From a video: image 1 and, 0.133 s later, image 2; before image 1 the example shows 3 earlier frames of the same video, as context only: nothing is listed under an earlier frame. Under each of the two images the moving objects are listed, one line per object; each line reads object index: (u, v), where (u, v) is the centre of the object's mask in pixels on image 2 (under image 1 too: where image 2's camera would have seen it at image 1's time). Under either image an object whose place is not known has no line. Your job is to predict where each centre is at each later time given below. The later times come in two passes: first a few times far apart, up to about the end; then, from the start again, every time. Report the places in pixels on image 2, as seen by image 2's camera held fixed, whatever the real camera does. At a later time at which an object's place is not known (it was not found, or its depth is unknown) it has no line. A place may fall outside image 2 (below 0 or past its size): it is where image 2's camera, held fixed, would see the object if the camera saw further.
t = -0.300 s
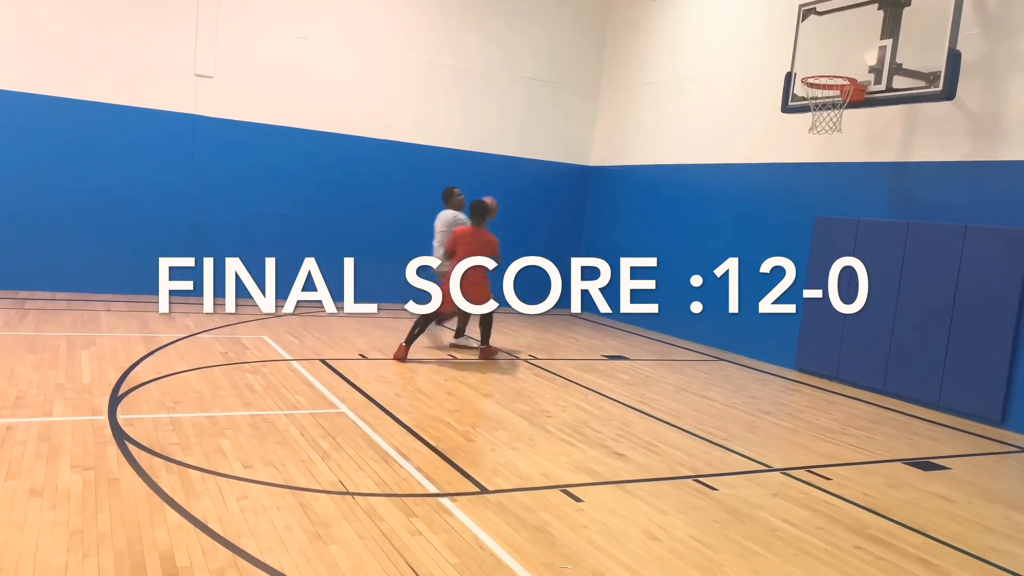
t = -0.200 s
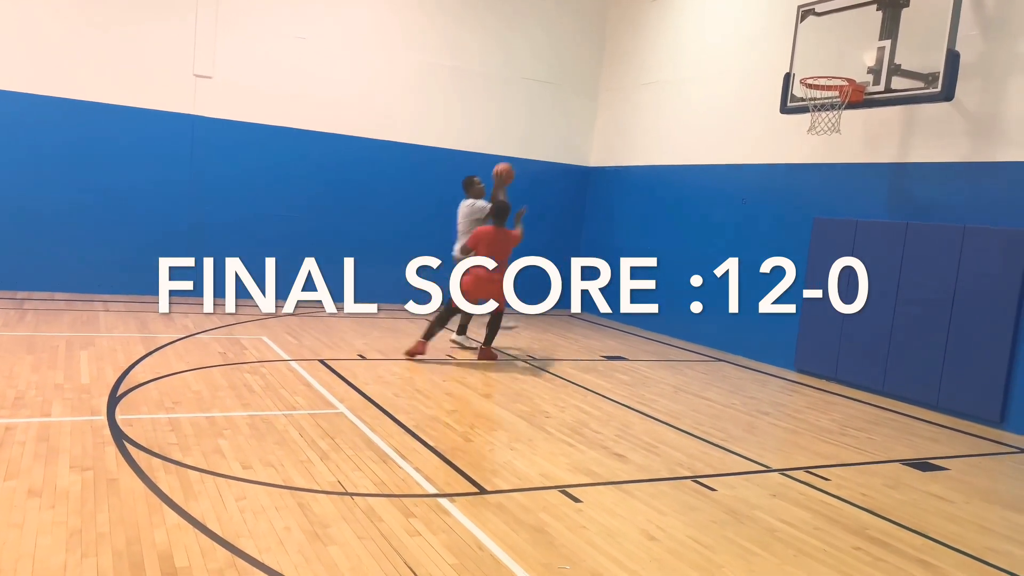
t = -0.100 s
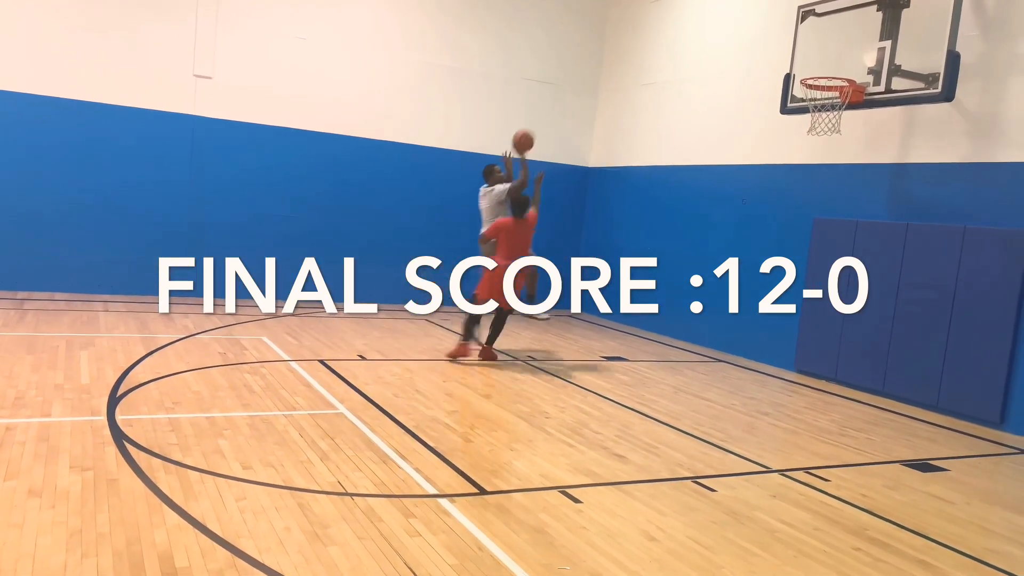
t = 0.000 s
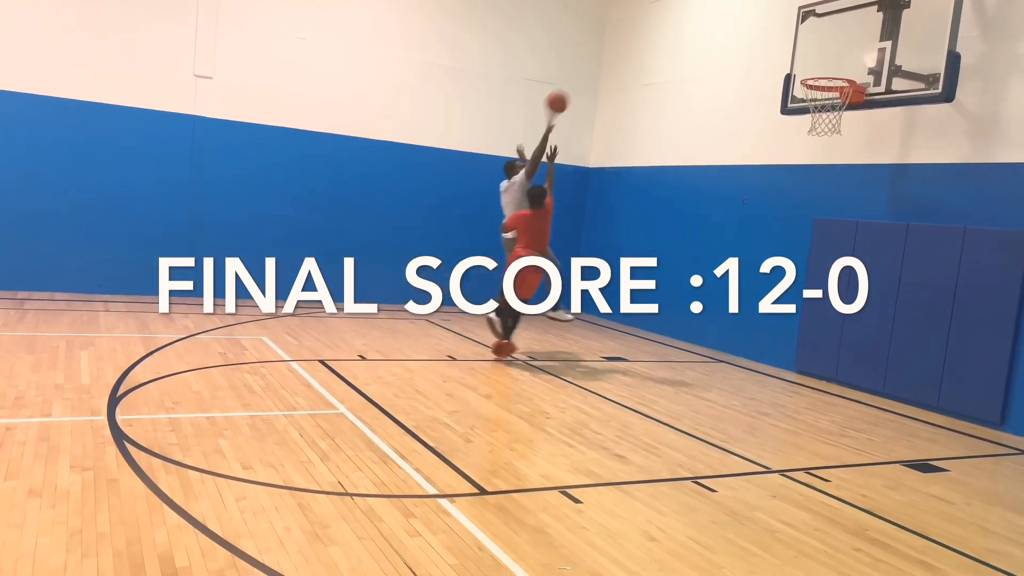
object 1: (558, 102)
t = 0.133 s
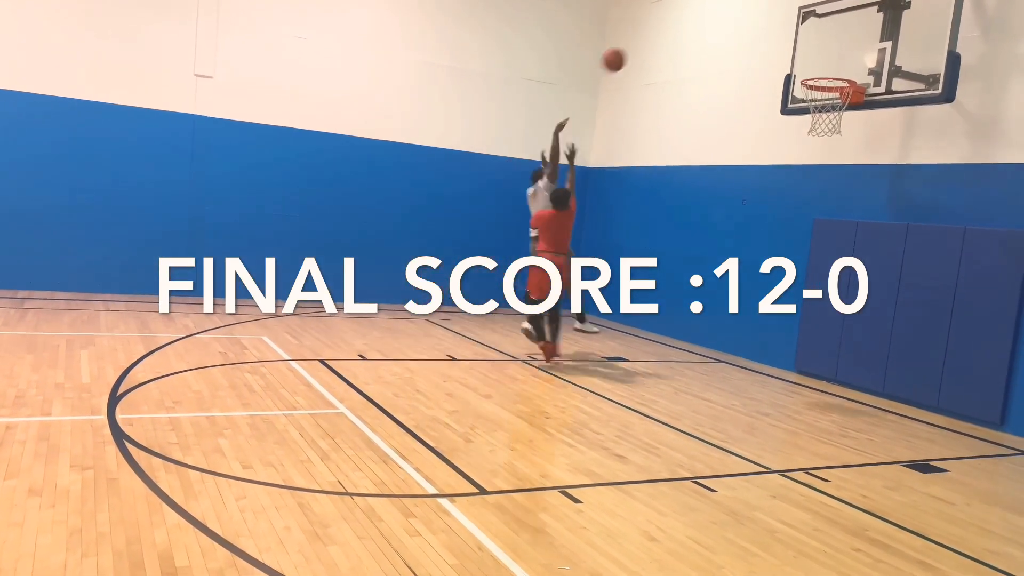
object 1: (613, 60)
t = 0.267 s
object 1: (670, 33)
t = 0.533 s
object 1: (784, 33)
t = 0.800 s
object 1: (859, 38)
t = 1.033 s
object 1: (865, 4)
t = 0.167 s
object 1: (628, 51)
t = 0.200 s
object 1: (642, 44)
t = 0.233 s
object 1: (656, 38)
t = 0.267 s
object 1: (670, 33)
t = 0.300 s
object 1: (685, 29)
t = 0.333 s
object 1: (699, 26)
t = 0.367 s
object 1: (713, 25)
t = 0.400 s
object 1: (727, 24)
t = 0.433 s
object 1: (742, 25)
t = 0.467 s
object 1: (756, 26)
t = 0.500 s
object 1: (770, 29)
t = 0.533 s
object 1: (784, 33)
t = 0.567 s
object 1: (798, 39)
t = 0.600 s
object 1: (812, 45)
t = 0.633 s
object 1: (826, 53)
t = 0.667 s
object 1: (840, 62)
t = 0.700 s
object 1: (853, 71)
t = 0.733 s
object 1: (856, 61)
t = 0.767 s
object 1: (858, 48)
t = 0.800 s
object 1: (859, 38)
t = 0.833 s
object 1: (861, 28)
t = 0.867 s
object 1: (862, 19)
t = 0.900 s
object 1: (863, 12)
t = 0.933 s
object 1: (864, 8)
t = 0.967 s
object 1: (864, 6)
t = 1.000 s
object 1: (865, 5)
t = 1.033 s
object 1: (865, 4)
